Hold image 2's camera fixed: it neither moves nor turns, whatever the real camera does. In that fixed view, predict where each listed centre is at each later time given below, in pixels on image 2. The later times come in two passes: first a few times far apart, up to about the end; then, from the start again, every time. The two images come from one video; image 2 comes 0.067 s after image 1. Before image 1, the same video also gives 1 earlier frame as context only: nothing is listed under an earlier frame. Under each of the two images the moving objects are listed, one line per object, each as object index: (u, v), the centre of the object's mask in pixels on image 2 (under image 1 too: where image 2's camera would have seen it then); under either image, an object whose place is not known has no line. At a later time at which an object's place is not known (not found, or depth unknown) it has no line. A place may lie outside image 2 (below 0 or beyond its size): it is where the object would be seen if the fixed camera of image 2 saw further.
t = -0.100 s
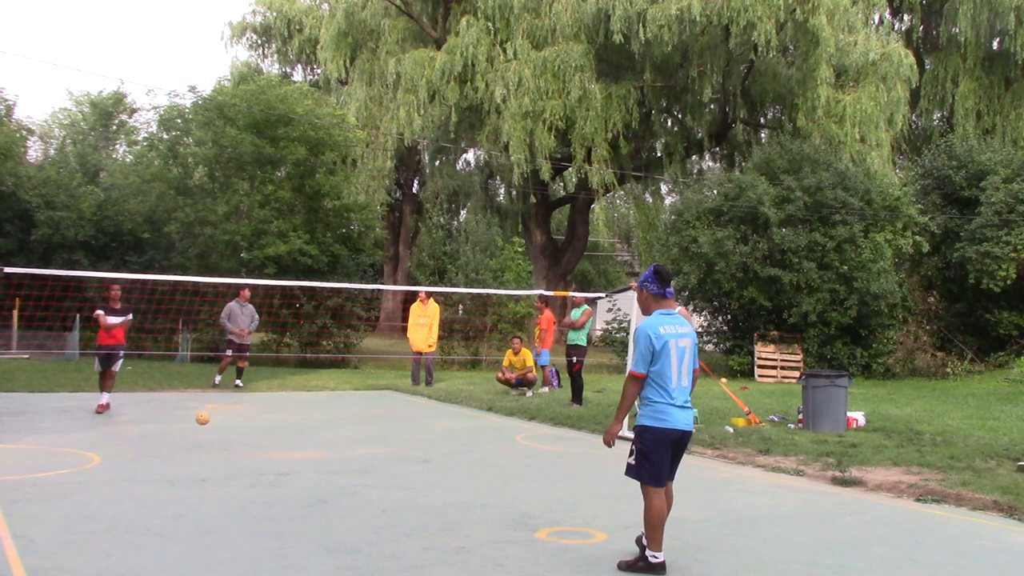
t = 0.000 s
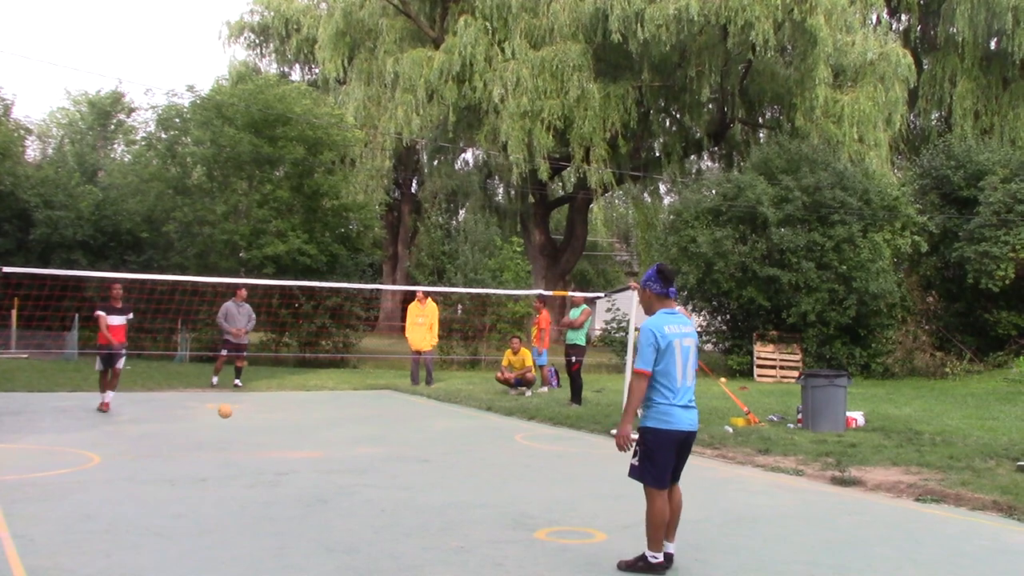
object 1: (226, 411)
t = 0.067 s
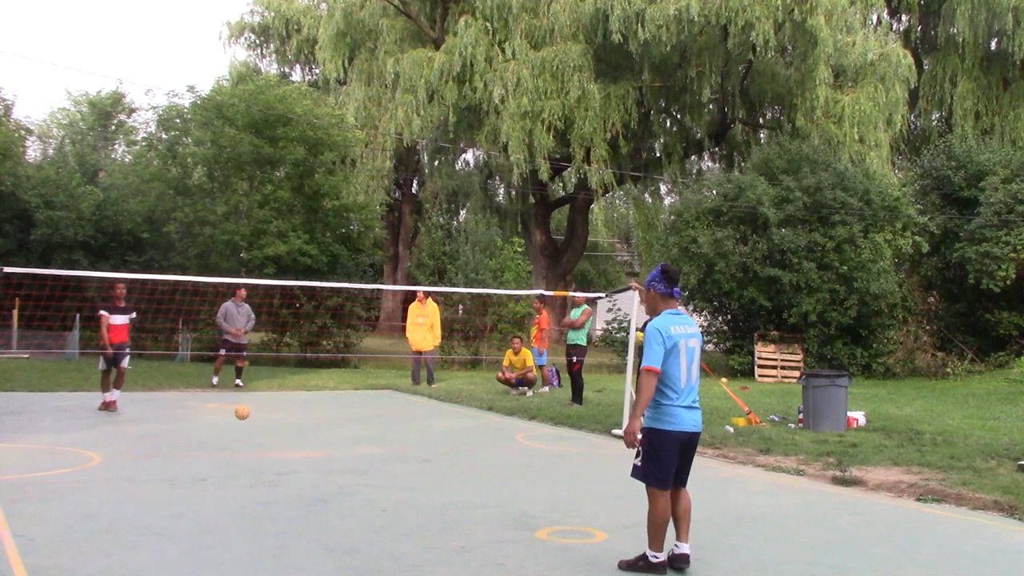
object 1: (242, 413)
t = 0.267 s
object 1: (292, 451)
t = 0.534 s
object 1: (371, 471)
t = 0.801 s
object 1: (462, 497)
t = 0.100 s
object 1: (250, 415)
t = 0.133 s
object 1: (258, 419)
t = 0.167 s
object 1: (267, 425)
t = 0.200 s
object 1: (276, 432)
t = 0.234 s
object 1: (284, 441)
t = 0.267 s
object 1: (292, 451)
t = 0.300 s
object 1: (301, 464)
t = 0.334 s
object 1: (311, 474)
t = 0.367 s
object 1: (321, 469)
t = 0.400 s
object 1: (330, 467)
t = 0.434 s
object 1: (340, 466)
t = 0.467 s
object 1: (350, 466)
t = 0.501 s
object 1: (361, 468)
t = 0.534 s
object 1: (371, 471)
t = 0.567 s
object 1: (381, 477)
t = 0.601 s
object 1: (392, 484)
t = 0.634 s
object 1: (404, 493)
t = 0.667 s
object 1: (414, 501)
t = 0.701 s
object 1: (426, 497)
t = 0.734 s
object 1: (438, 495)
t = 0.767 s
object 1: (450, 495)
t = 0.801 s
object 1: (462, 497)
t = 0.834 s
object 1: (475, 501)
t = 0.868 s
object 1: (488, 507)
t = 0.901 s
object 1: (502, 514)
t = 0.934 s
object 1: (516, 524)
